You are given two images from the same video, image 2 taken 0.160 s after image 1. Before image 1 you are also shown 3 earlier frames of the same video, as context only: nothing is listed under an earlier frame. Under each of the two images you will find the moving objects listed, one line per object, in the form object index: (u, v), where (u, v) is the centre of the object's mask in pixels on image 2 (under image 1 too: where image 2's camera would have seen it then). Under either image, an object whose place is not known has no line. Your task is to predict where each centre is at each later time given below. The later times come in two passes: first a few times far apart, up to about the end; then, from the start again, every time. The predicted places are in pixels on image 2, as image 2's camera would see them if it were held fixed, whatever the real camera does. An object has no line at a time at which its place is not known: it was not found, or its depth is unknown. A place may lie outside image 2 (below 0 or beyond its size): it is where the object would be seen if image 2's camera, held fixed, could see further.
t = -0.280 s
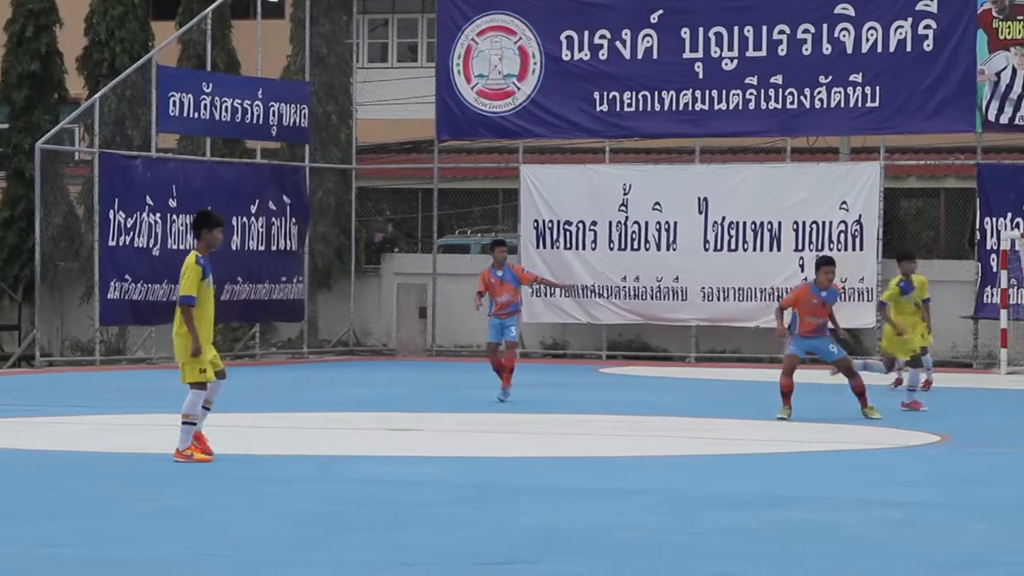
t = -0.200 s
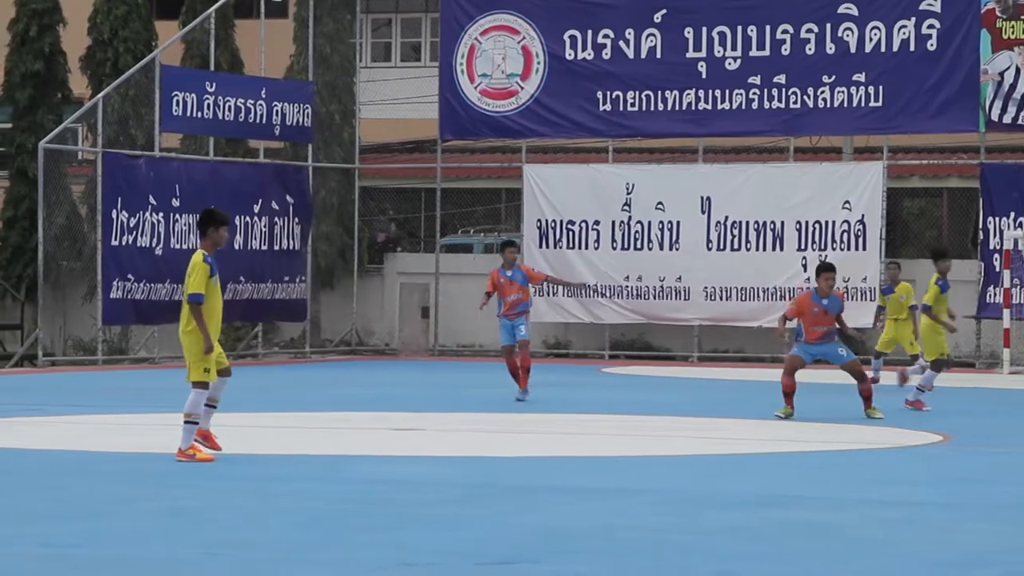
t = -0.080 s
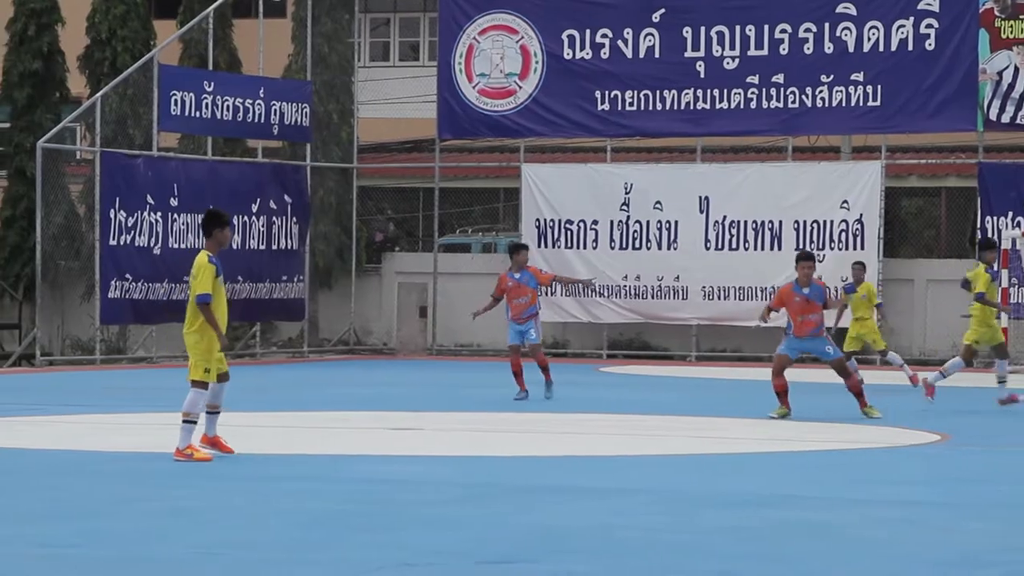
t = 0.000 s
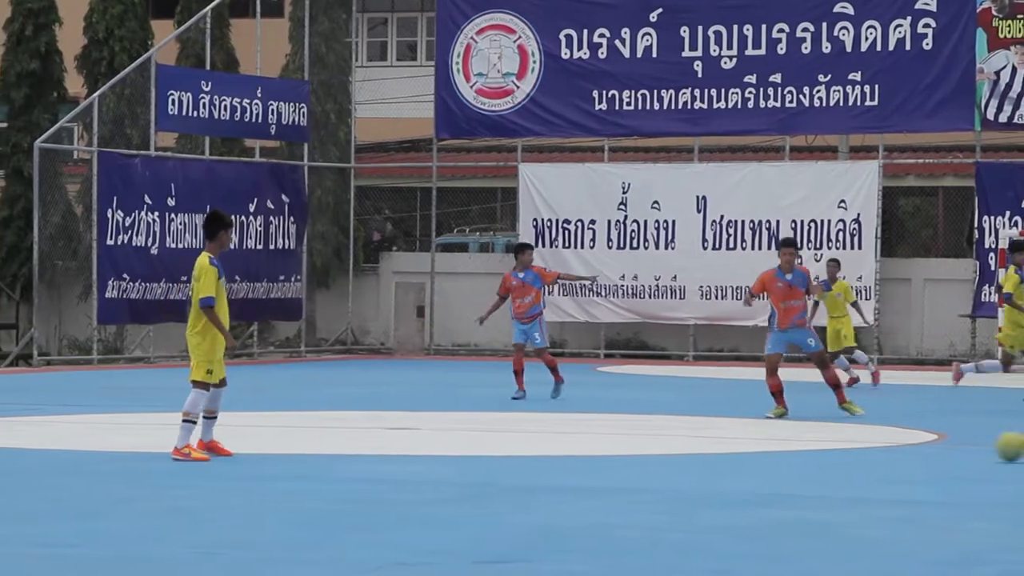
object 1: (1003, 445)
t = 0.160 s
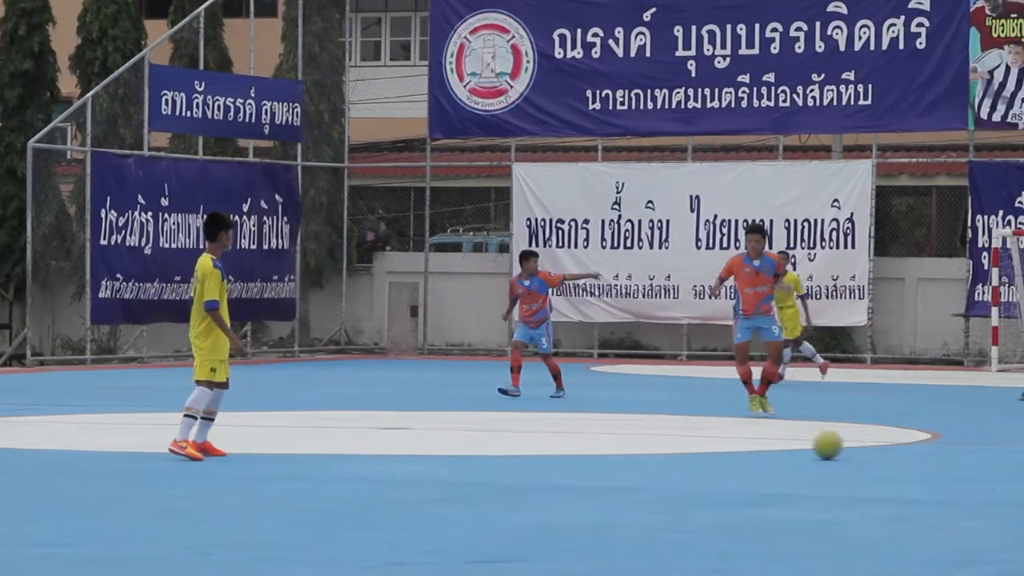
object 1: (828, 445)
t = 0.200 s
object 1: (786, 445)
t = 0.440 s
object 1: (572, 443)
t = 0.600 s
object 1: (456, 441)
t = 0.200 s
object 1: (786, 445)
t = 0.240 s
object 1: (747, 444)
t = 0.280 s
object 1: (708, 444)
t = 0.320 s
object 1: (671, 444)
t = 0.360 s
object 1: (637, 444)
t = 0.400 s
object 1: (604, 443)
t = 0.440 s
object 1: (572, 443)
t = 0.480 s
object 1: (541, 443)
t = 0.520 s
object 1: (512, 442)
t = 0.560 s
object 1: (484, 442)
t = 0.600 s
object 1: (456, 441)
